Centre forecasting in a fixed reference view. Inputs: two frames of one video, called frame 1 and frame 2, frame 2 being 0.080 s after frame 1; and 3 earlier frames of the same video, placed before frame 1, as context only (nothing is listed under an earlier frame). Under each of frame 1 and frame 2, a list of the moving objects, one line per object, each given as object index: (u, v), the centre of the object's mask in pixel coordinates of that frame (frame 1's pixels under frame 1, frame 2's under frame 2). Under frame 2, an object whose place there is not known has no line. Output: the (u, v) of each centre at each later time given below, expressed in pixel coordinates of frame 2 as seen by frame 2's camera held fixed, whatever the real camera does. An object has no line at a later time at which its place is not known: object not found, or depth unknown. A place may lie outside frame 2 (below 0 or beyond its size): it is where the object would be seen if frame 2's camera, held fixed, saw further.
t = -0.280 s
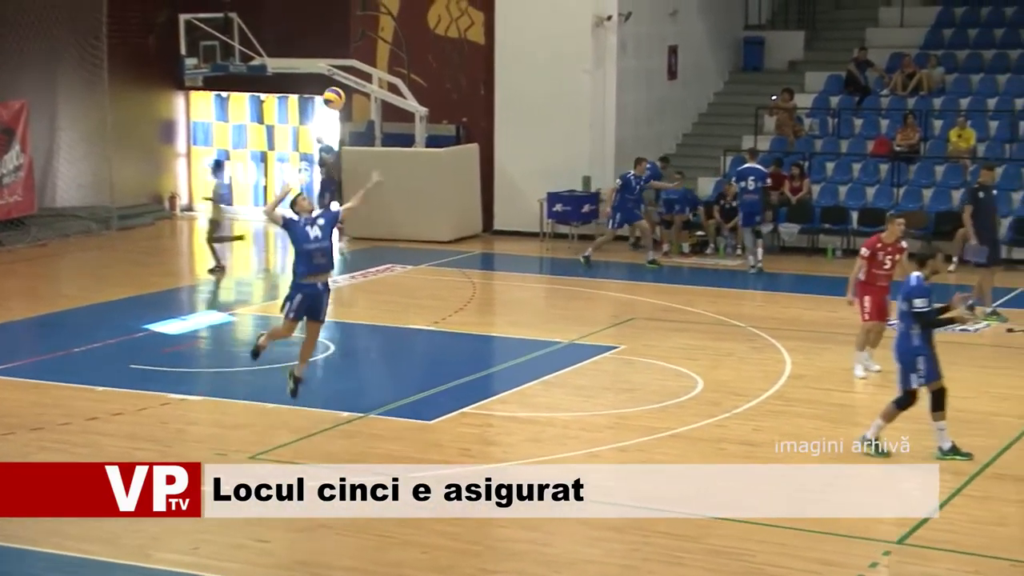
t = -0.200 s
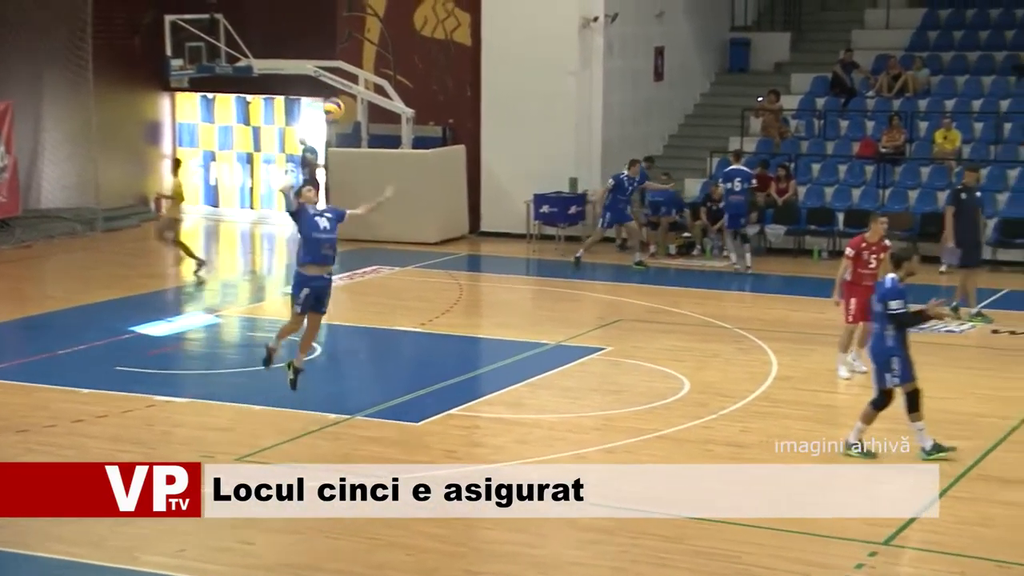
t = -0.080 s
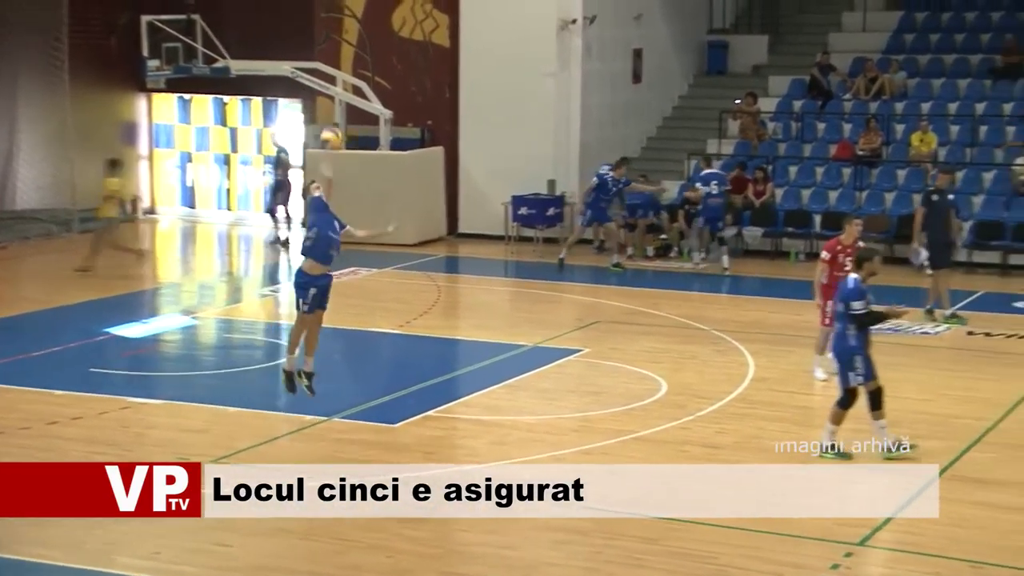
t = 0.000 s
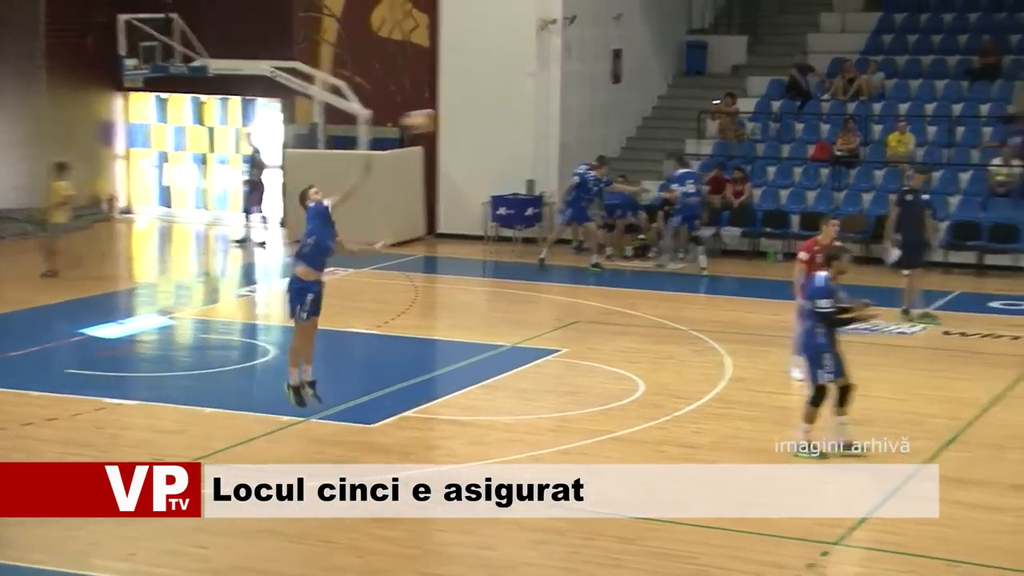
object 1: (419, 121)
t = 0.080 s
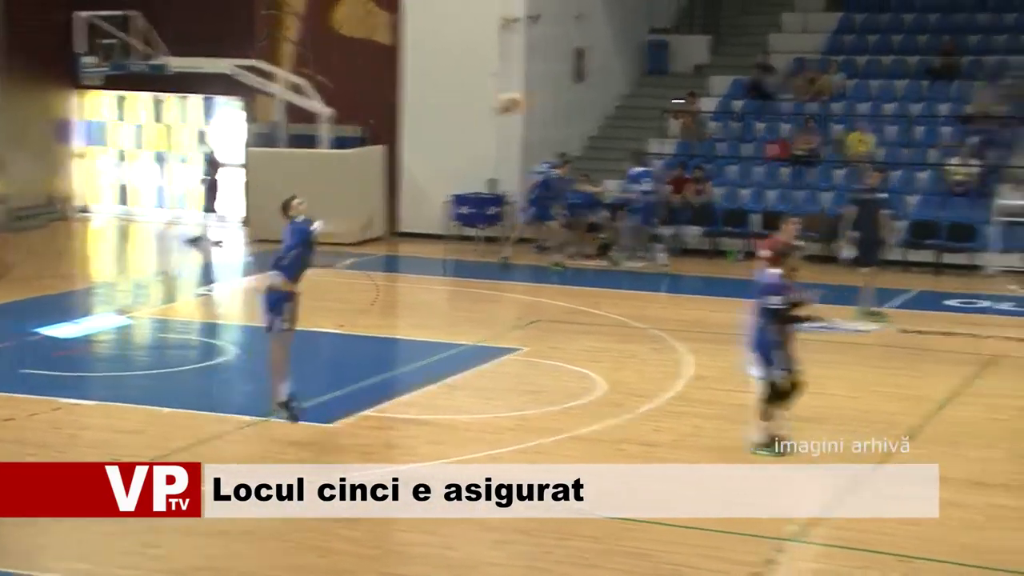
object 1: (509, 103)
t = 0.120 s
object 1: (572, 94)
